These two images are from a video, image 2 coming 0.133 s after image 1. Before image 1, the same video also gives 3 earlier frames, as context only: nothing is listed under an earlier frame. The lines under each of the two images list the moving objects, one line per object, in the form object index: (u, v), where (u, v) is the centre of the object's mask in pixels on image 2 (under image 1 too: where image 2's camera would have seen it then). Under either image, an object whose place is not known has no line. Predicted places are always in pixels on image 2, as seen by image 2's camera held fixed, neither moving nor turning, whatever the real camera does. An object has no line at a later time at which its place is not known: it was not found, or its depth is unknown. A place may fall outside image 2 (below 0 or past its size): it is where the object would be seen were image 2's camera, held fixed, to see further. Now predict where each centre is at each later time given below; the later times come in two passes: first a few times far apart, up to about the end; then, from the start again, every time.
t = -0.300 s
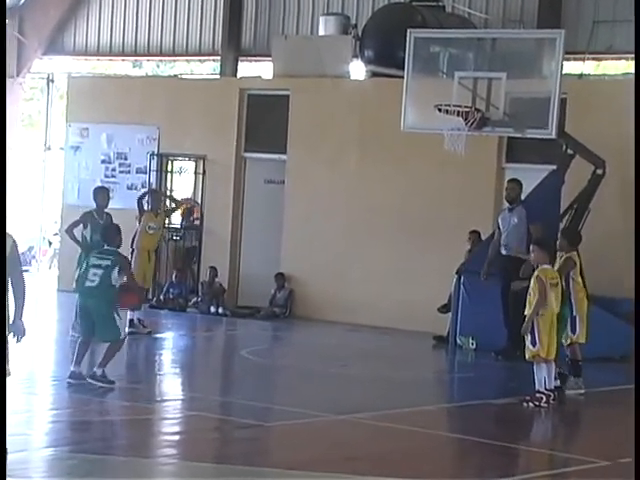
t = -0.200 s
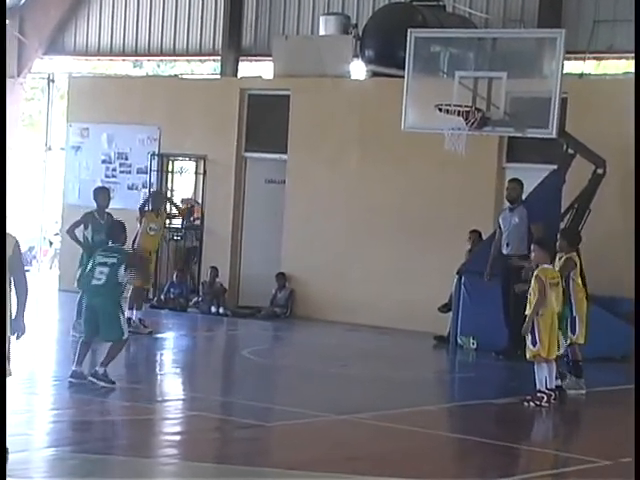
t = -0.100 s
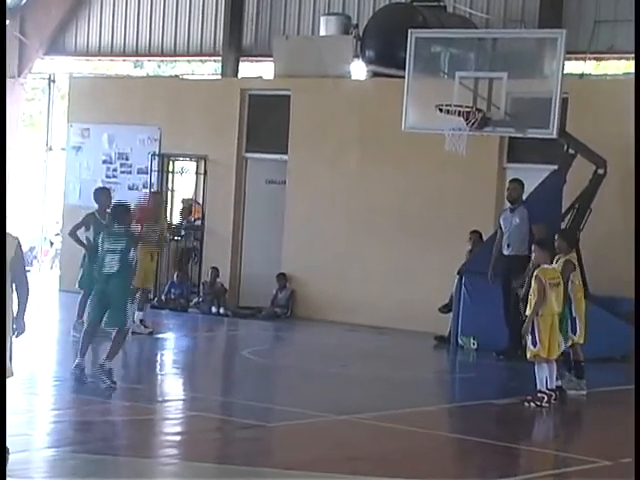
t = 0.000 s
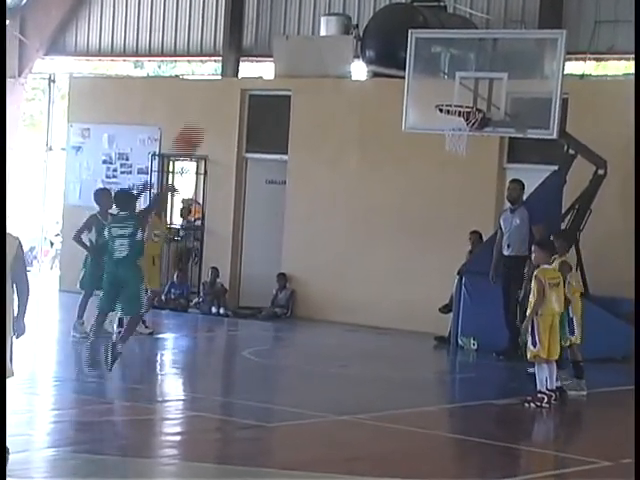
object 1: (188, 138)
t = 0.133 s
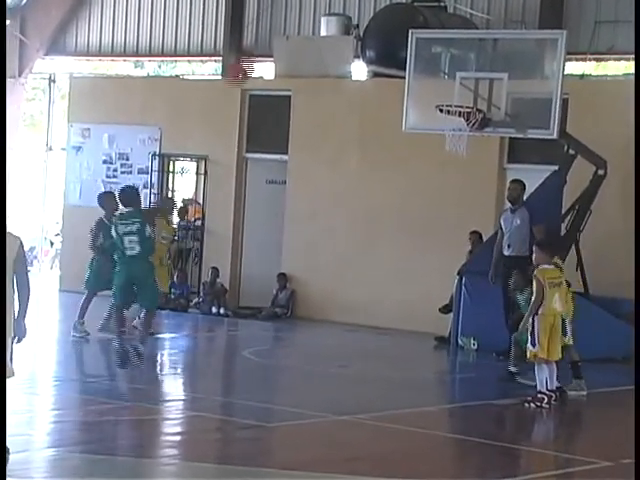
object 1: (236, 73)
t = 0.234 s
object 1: (275, 33)
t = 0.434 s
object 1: (338, 5)
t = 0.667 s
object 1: (403, 16)
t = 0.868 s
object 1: (448, 70)
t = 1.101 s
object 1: (458, 80)
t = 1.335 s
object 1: (483, 46)
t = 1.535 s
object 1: (473, 74)
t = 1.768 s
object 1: (450, 97)
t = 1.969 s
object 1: (475, 90)
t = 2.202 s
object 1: (496, 117)
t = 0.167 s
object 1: (251, 55)
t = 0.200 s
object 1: (265, 43)
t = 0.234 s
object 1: (275, 33)
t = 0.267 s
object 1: (287, 22)
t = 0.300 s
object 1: (297, 16)
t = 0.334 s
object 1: (308, 9)
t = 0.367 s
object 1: (319, 7)
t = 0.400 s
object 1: (329, 6)
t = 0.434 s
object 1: (338, 5)
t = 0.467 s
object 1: (349, 3)
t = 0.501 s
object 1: (357, 3)
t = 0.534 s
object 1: (369, 4)
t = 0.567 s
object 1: (377, 5)
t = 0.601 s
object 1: (384, 5)
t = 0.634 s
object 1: (395, 8)
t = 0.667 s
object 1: (403, 16)
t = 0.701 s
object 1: (410, 22)
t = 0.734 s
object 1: (419, 30)
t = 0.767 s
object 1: (427, 40)
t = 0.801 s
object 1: (434, 49)
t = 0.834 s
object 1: (439, 56)
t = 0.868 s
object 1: (448, 70)
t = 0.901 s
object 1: (454, 82)
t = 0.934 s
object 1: (461, 94)
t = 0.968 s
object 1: (464, 101)
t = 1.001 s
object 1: (456, 100)
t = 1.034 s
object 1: (450, 97)
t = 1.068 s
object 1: (454, 88)
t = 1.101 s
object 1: (458, 80)
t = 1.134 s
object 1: (462, 72)
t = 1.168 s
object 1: (466, 63)
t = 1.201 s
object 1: (470, 57)
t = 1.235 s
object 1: (474, 54)
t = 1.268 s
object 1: (477, 49)
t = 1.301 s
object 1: (481, 46)
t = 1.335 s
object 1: (483, 46)
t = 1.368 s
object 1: (483, 47)
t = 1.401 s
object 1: (481, 51)
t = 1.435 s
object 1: (478, 54)
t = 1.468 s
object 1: (476, 57)
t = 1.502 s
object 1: (475, 67)
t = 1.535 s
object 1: (473, 74)
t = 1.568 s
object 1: (471, 84)
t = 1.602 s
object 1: (469, 93)
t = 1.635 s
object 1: (466, 98)
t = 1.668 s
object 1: (461, 98)
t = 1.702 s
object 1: (454, 98)
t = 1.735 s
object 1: (447, 100)
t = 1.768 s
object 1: (450, 97)
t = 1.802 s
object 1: (454, 95)
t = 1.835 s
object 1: (458, 92)
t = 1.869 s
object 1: (463, 90)
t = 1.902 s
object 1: (467, 89)
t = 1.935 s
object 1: (471, 89)
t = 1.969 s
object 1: (475, 90)
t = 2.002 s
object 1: (479, 93)
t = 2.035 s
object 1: (483, 96)
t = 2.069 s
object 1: (488, 99)
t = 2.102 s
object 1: (492, 104)
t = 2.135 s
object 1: (493, 106)
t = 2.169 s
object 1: (495, 111)
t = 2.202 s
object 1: (496, 117)
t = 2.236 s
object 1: (495, 122)
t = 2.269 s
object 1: (497, 131)
